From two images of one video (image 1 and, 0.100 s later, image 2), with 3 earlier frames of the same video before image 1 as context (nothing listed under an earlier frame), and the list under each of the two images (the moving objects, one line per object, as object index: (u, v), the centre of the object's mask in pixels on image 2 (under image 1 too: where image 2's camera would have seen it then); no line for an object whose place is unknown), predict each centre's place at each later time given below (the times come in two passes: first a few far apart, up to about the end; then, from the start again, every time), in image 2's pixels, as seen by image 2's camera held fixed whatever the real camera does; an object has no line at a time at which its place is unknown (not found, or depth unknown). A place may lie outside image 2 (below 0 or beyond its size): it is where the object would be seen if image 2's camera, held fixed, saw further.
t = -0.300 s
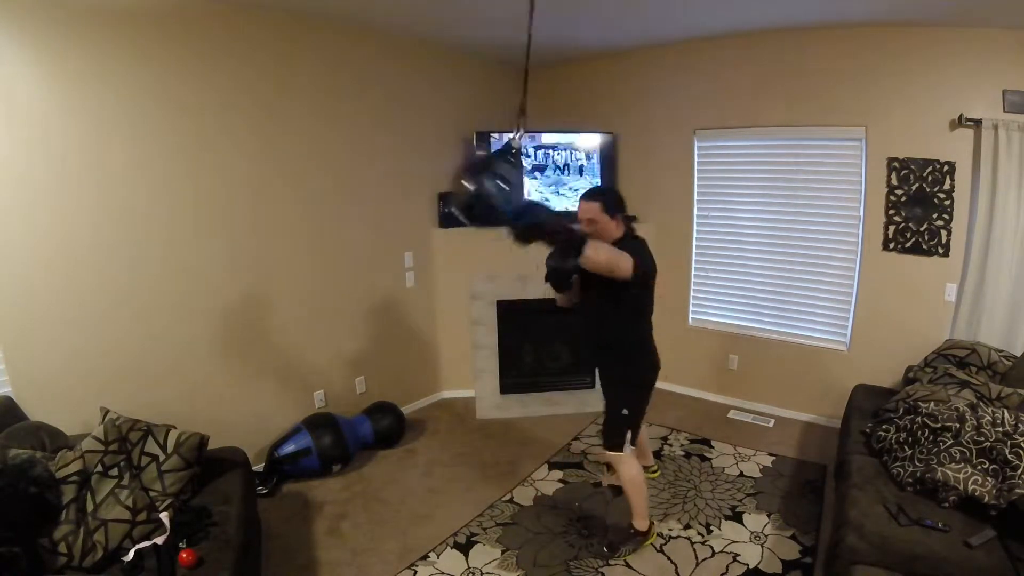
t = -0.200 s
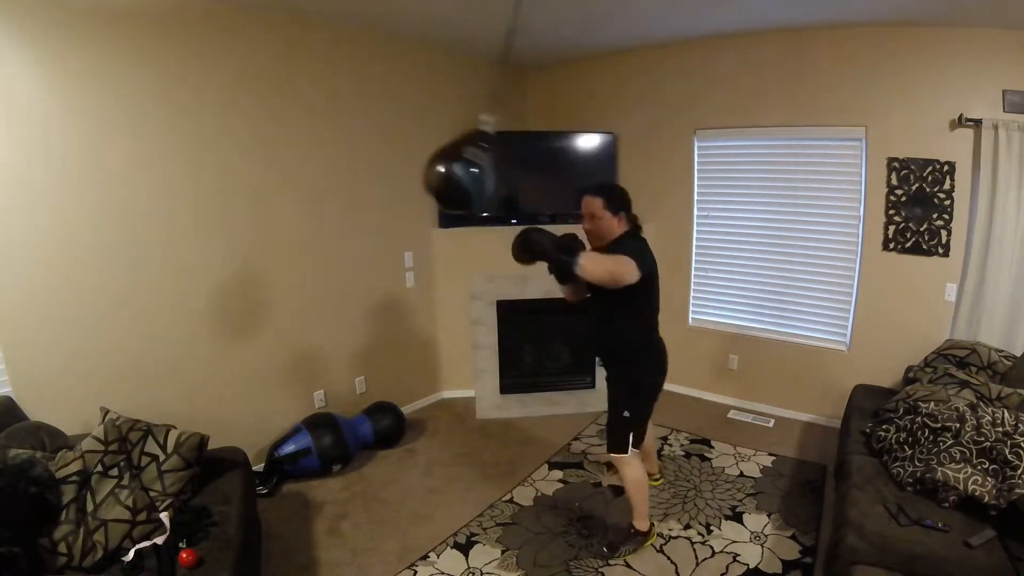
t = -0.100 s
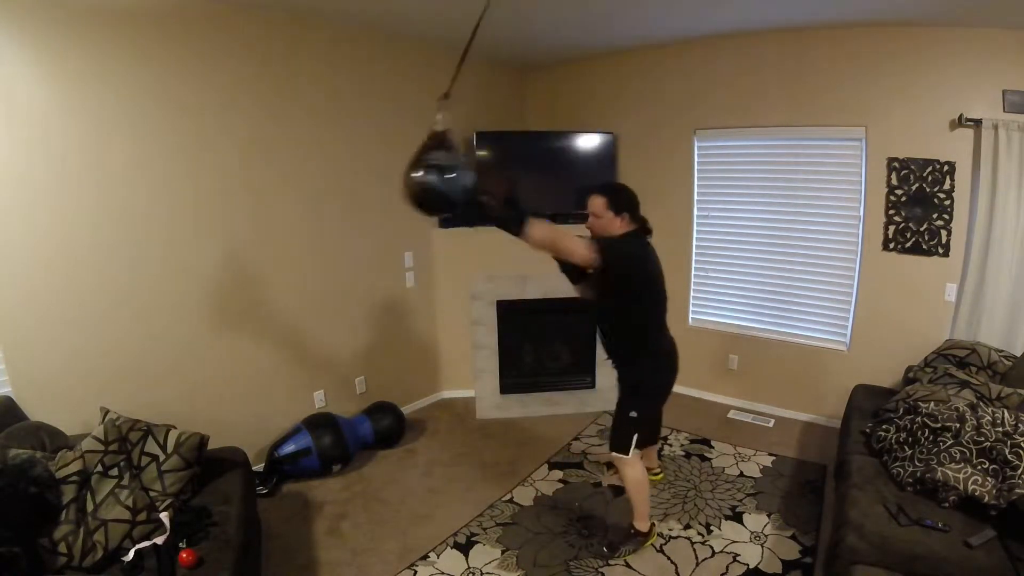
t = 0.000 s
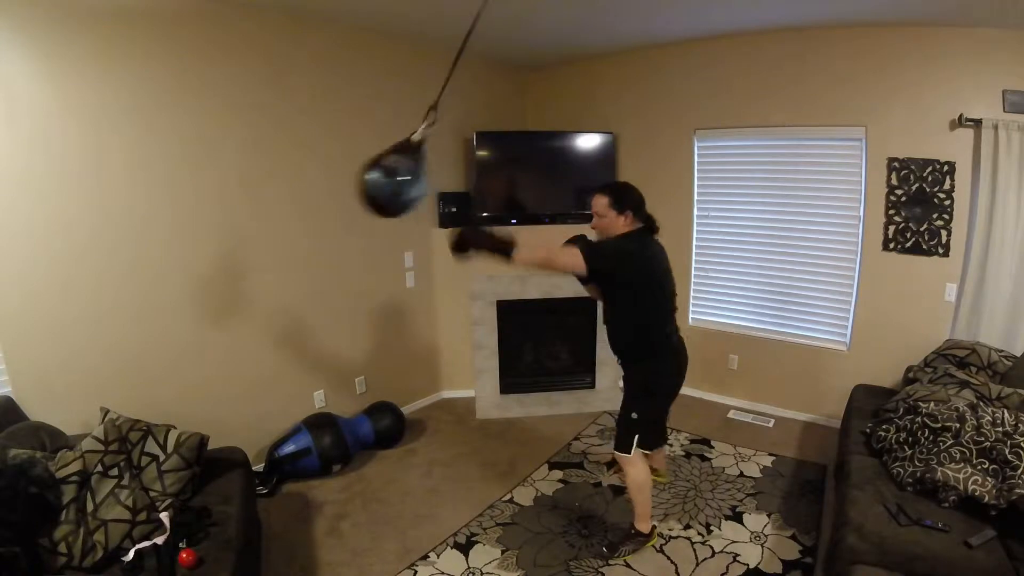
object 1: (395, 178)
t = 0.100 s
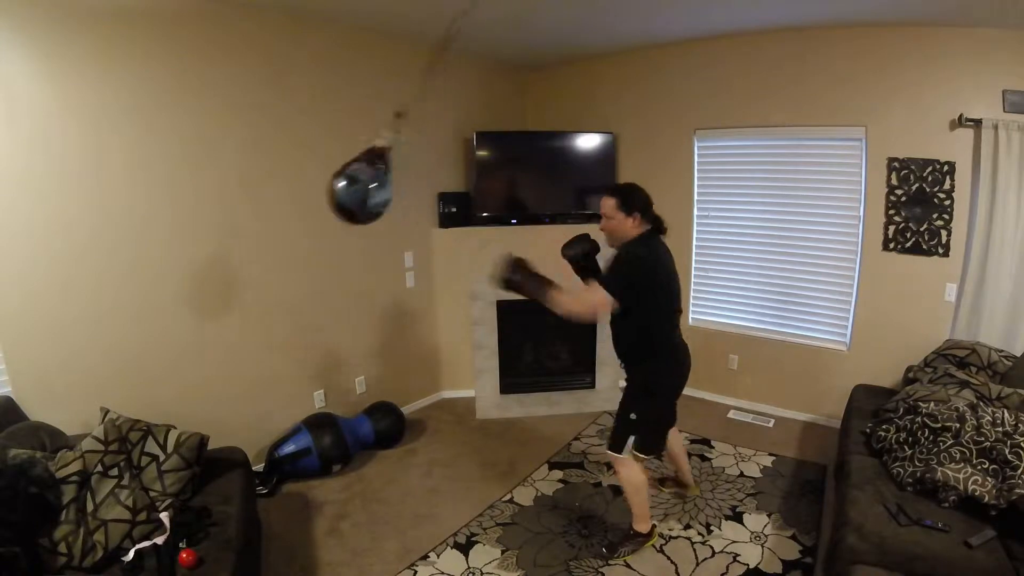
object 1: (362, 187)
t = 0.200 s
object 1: (349, 193)
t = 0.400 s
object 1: (373, 196)
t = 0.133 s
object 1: (356, 189)
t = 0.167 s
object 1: (351, 192)
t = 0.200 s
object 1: (349, 193)
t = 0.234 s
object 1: (348, 196)
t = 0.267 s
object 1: (350, 197)
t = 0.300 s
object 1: (353, 197)
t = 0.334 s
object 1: (358, 197)
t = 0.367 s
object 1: (364, 196)
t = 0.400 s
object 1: (373, 196)
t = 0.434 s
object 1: (384, 195)
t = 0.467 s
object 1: (396, 195)
